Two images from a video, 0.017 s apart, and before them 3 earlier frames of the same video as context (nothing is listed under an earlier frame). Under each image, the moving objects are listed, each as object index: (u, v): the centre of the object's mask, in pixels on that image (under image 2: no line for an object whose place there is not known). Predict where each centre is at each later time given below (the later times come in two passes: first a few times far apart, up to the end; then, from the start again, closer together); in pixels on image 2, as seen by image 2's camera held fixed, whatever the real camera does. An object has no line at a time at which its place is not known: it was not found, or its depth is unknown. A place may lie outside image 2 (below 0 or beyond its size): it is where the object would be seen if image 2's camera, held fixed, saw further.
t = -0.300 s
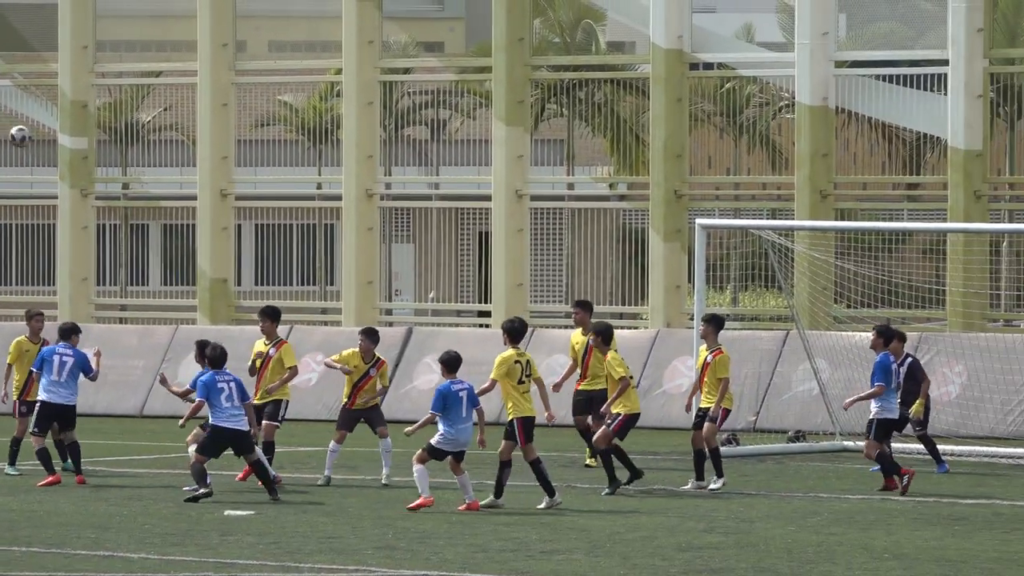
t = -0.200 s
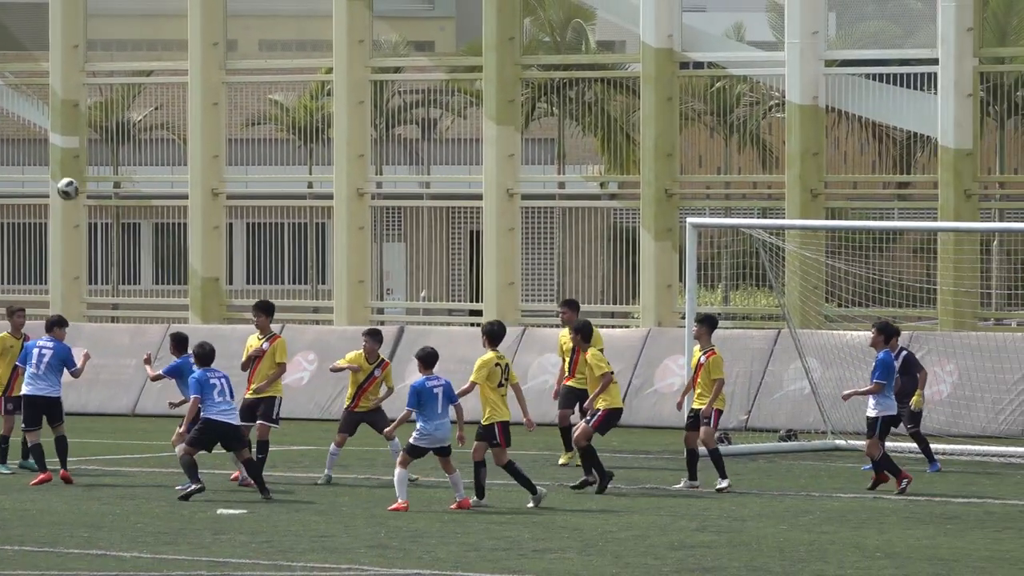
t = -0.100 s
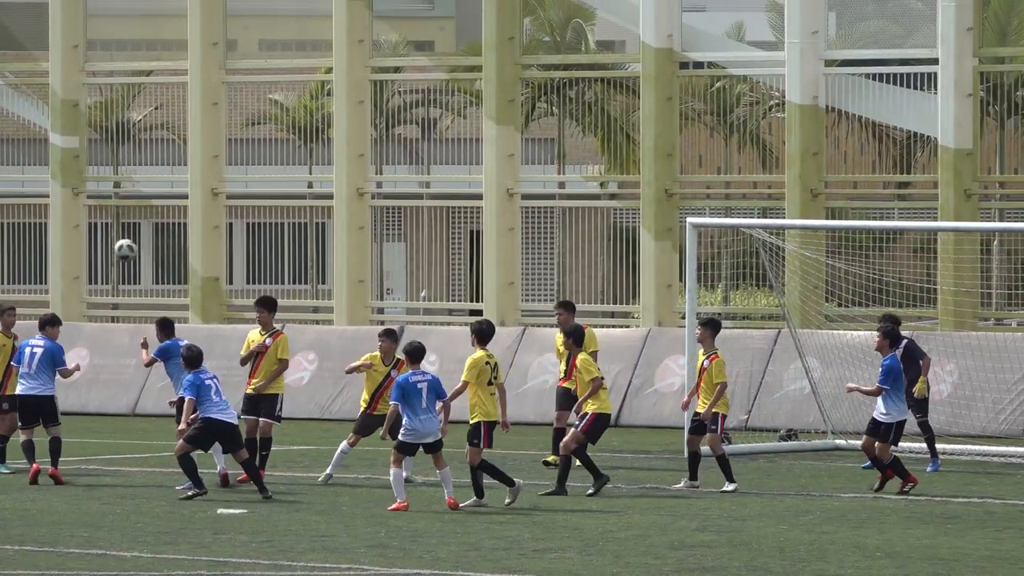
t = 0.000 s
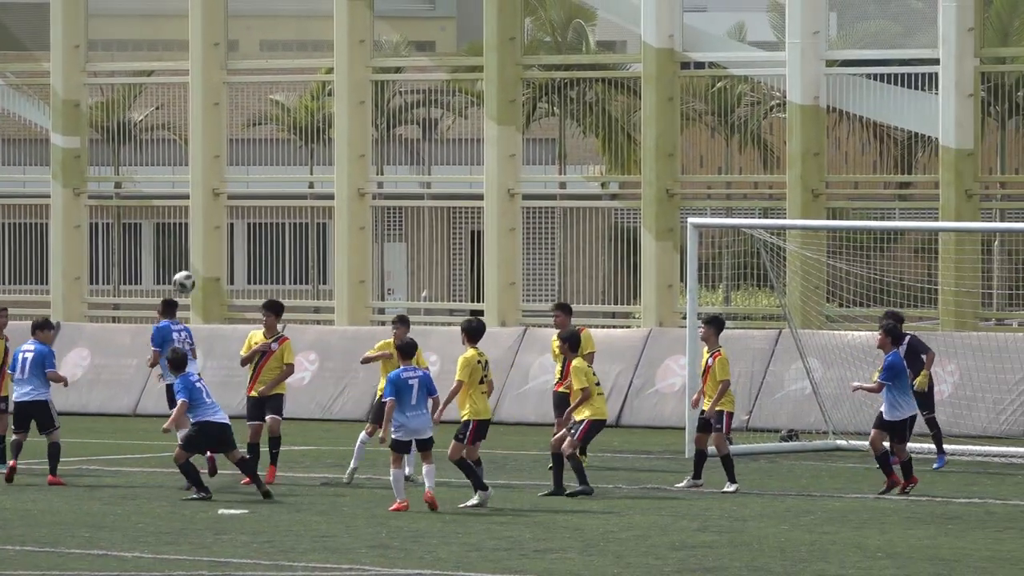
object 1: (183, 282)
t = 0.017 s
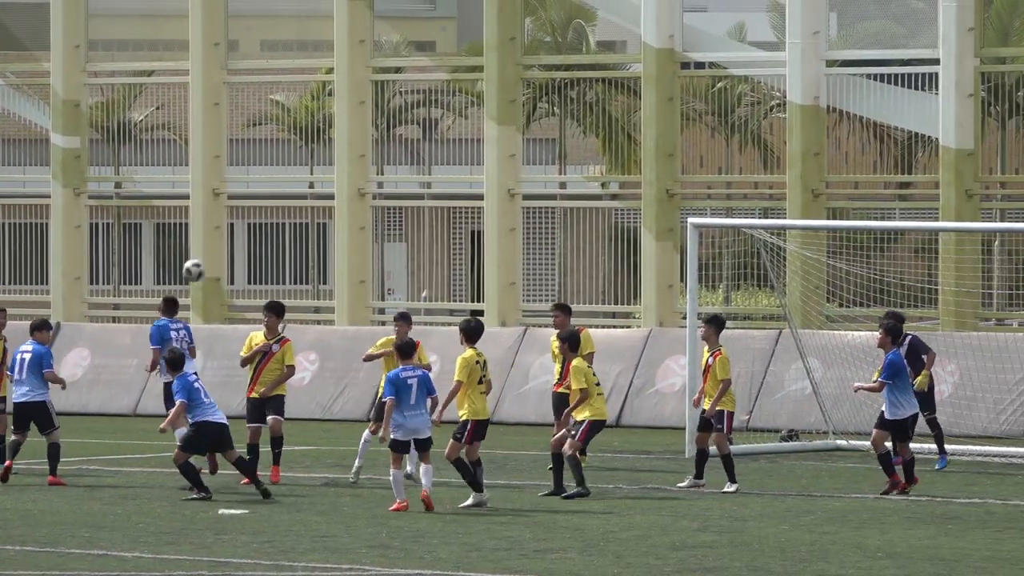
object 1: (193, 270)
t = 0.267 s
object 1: (334, 132)
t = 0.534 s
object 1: (480, 63)
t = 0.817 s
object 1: (625, 69)
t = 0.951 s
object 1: (691, 100)
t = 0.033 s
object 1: (202, 259)
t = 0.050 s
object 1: (213, 248)
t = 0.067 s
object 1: (222, 237)
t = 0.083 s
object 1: (232, 226)
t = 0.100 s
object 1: (240, 215)
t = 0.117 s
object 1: (249, 205)
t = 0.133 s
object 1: (259, 196)
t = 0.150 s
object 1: (269, 188)
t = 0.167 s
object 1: (278, 179)
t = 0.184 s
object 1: (288, 171)
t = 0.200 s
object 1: (297, 162)
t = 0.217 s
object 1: (307, 154)
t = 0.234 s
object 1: (315, 146)
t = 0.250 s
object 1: (324, 139)
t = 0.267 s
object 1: (334, 132)
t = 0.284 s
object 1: (343, 125)
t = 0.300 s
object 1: (352, 118)
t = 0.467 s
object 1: (444, 73)
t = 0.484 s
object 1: (453, 70)
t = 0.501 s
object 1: (461, 67)
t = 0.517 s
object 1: (471, 65)
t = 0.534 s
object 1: (480, 63)
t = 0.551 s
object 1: (488, 61)
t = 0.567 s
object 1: (496, 60)
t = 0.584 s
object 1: (505, 58)
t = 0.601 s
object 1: (514, 58)
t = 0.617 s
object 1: (523, 57)
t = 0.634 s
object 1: (531, 56)
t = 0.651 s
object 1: (540, 57)
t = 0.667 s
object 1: (548, 57)
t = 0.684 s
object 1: (557, 58)
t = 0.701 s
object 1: (566, 57)
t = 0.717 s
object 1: (575, 58)
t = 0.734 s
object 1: (583, 59)
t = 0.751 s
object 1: (591, 61)
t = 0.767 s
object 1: (599, 64)
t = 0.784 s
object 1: (608, 66)
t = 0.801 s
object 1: (617, 68)
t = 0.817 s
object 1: (625, 69)
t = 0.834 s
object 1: (633, 72)
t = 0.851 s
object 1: (641, 76)
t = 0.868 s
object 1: (650, 80)
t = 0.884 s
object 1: (658, 83)
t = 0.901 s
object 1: (666, 87)
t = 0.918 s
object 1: (675, 91)
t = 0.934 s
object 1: (683, 95)
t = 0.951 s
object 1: (691, 100)
